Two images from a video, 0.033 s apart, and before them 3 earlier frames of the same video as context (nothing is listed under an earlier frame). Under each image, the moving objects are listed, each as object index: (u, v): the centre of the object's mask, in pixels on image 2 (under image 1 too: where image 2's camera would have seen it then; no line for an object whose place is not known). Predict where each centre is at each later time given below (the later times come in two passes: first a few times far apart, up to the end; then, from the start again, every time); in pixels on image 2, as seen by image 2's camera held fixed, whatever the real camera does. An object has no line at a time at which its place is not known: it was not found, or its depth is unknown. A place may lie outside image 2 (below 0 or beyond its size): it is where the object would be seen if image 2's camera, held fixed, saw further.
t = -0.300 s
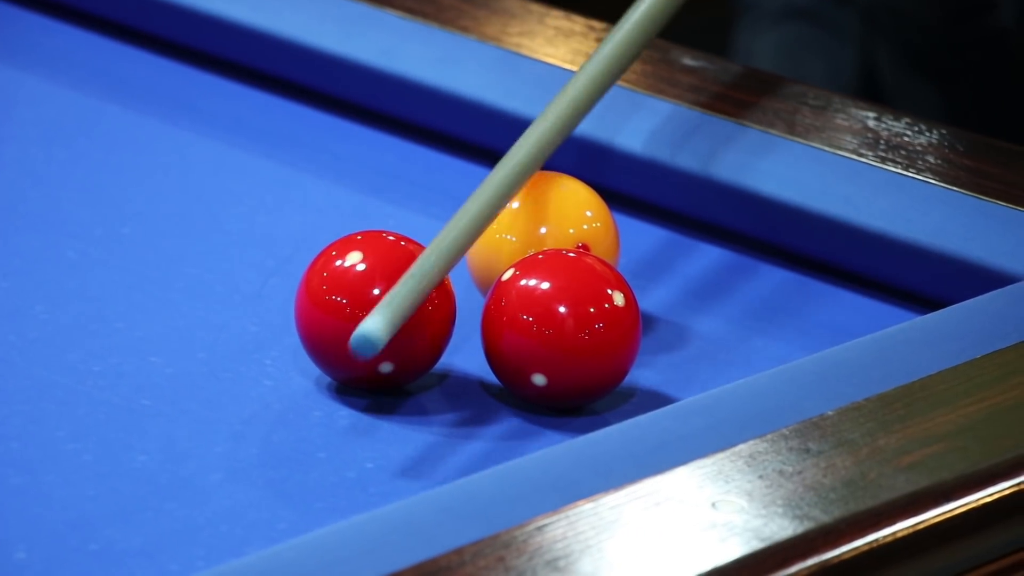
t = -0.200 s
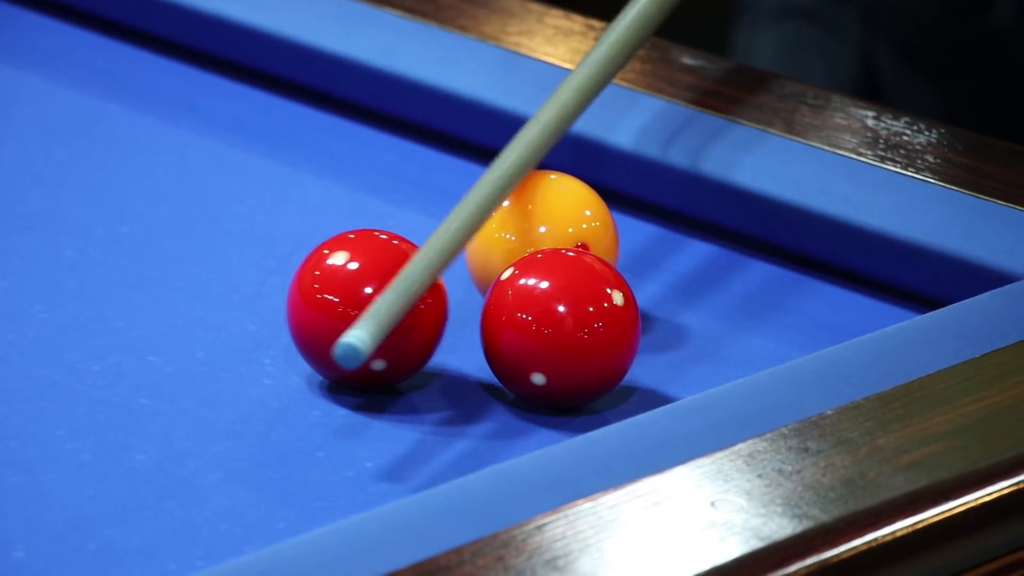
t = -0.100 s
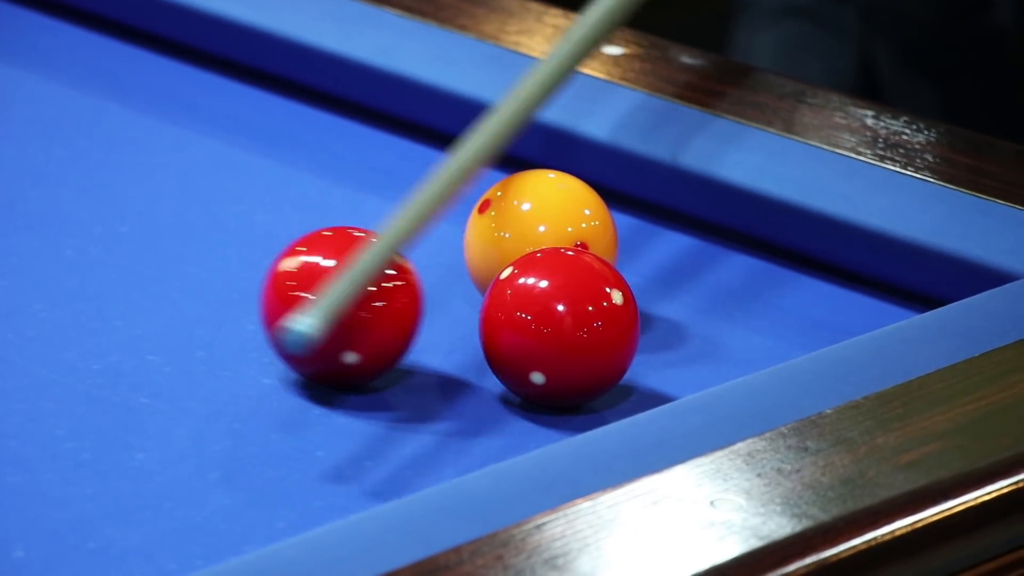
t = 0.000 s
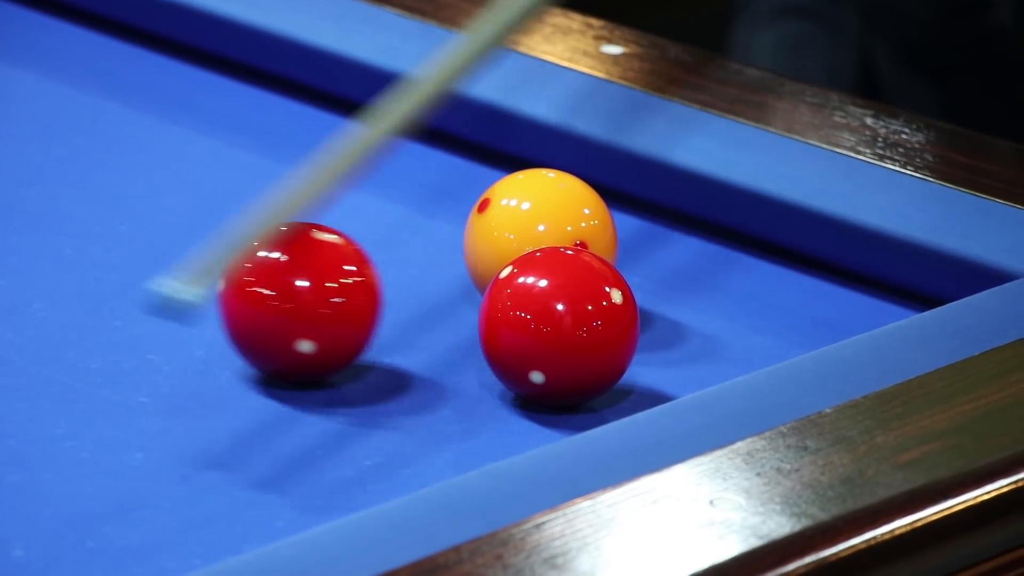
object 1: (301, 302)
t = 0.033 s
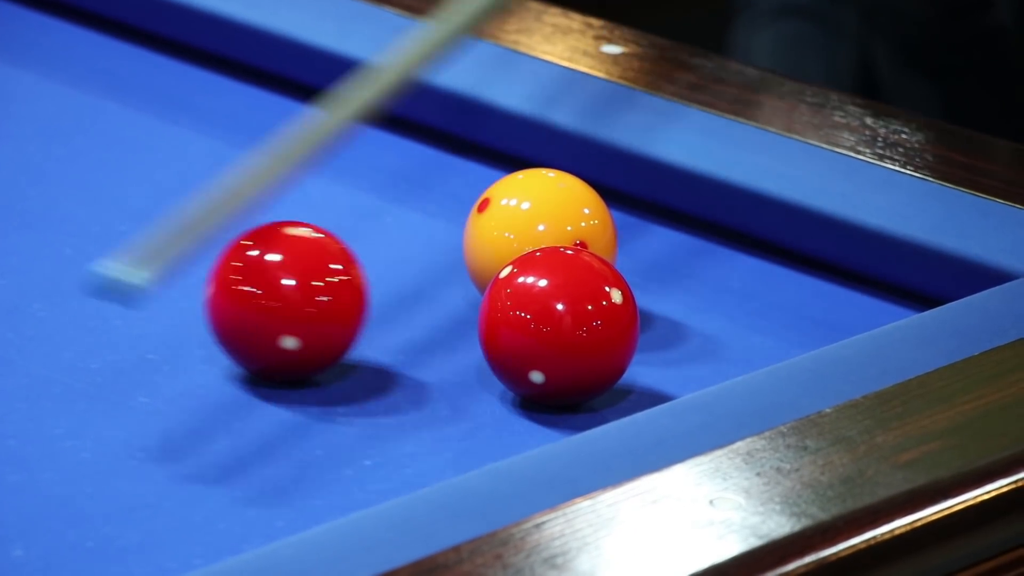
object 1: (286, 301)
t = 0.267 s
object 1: (193, 292)
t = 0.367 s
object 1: (154, 288)
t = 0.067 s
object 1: (273, 299)
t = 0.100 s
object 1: (259, 298)
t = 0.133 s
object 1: (246, 297)
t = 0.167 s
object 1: (232, 296)
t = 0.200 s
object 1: (219, 294)
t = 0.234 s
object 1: (205, 293)
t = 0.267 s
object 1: (193, 292)
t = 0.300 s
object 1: (179, 291)
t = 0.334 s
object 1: (166, 289)
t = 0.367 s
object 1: (154, 288)
